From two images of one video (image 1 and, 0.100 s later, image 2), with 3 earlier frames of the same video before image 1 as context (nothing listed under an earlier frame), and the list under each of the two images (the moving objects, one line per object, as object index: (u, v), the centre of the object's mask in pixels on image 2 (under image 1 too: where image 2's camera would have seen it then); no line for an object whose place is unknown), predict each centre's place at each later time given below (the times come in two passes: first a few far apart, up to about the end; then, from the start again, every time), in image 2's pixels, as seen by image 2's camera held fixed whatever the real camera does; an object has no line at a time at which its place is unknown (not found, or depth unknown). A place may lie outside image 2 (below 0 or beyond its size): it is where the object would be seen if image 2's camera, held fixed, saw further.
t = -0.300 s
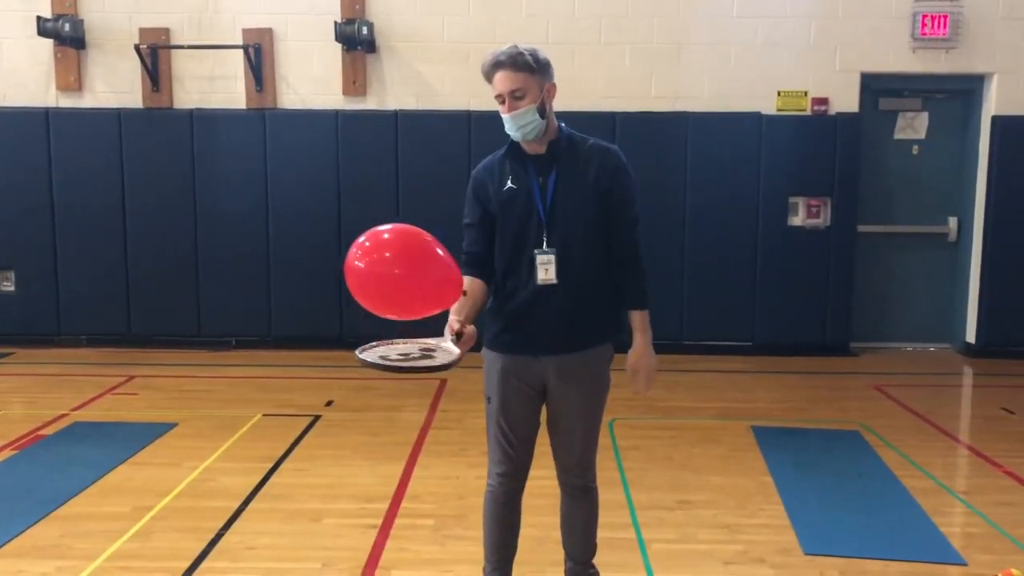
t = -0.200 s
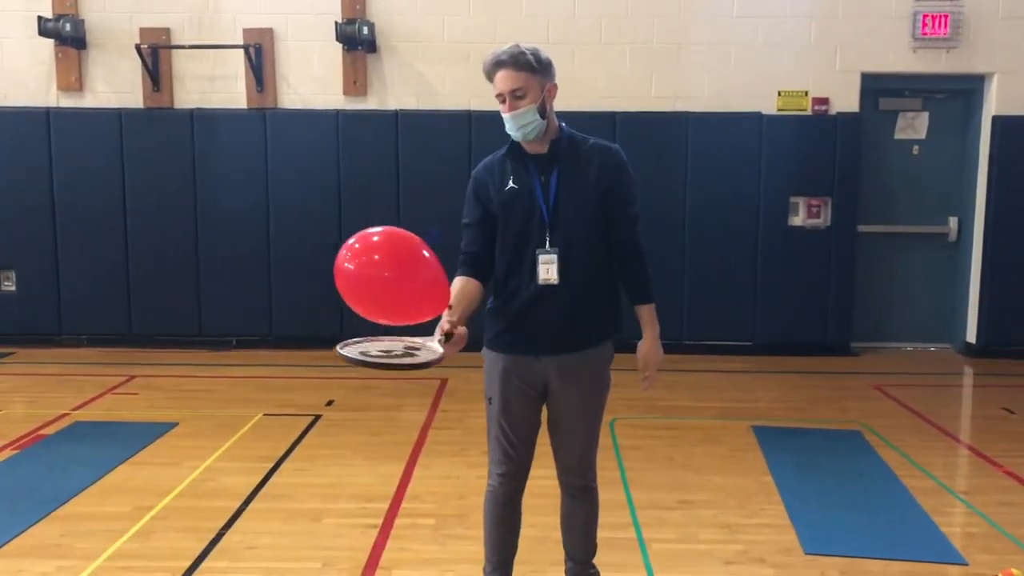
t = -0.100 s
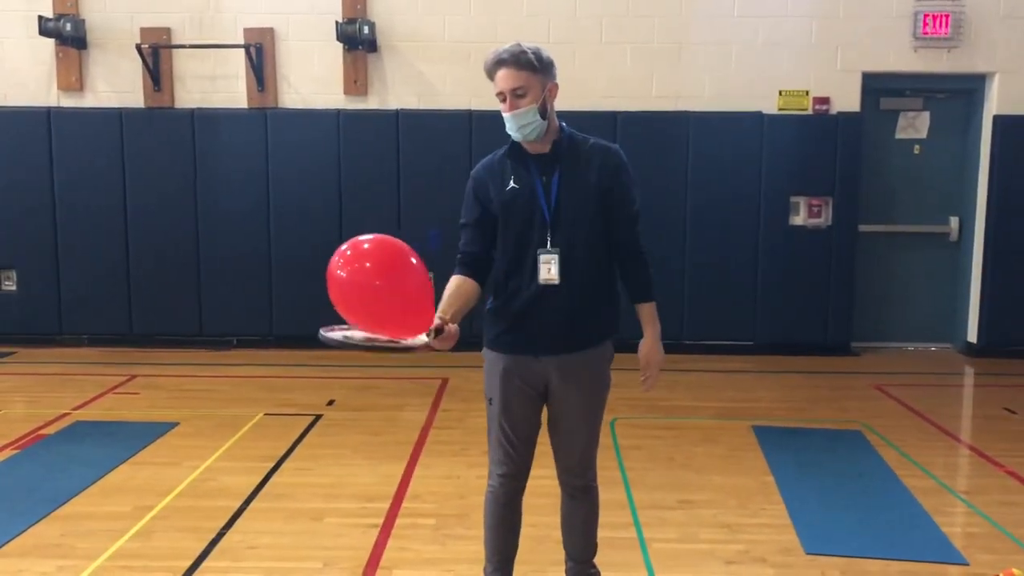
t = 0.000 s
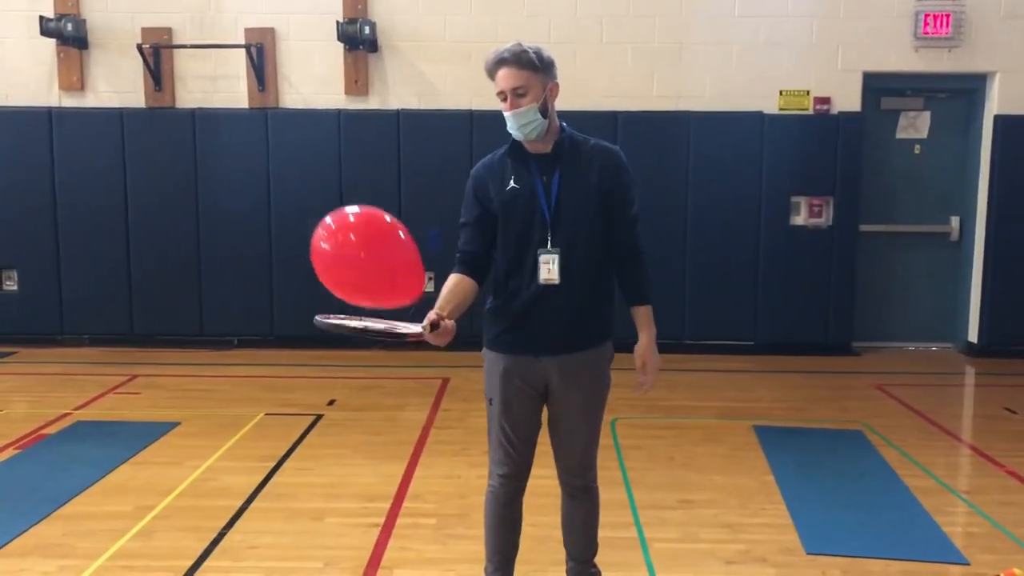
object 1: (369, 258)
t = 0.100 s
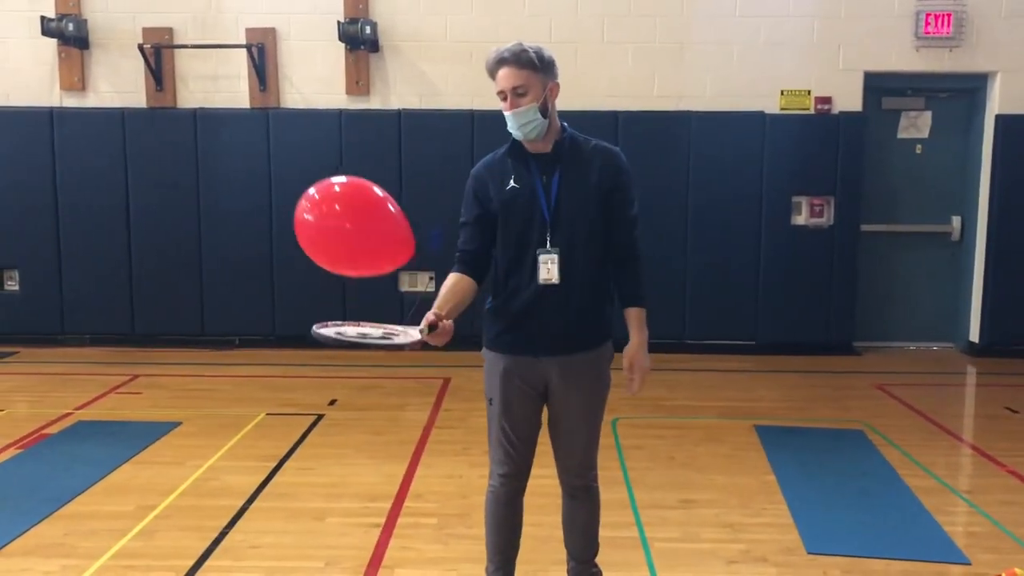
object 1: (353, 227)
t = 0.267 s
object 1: (328, 193)
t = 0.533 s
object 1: (293, 175)
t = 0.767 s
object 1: (269, 202)
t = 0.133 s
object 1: (348, 219)
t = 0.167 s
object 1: (343, 211)
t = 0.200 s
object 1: (338, 204)
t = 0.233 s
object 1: (333, 198)
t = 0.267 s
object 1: (328, 193)
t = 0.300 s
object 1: (323, 188)
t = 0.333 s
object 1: (319, 183)
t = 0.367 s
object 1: (314, 180)
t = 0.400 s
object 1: (310, 178)
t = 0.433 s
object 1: (305, 176)
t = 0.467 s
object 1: (301, 175)
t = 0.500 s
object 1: (297, 174)
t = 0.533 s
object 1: (293, 175)
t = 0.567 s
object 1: (289, 176)
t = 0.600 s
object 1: (285, 178)
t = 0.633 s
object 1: (281, 181)
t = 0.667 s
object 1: (278, 185)
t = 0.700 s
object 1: (275, 190)
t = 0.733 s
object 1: (272, 195)
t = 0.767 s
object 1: (269, 202)
